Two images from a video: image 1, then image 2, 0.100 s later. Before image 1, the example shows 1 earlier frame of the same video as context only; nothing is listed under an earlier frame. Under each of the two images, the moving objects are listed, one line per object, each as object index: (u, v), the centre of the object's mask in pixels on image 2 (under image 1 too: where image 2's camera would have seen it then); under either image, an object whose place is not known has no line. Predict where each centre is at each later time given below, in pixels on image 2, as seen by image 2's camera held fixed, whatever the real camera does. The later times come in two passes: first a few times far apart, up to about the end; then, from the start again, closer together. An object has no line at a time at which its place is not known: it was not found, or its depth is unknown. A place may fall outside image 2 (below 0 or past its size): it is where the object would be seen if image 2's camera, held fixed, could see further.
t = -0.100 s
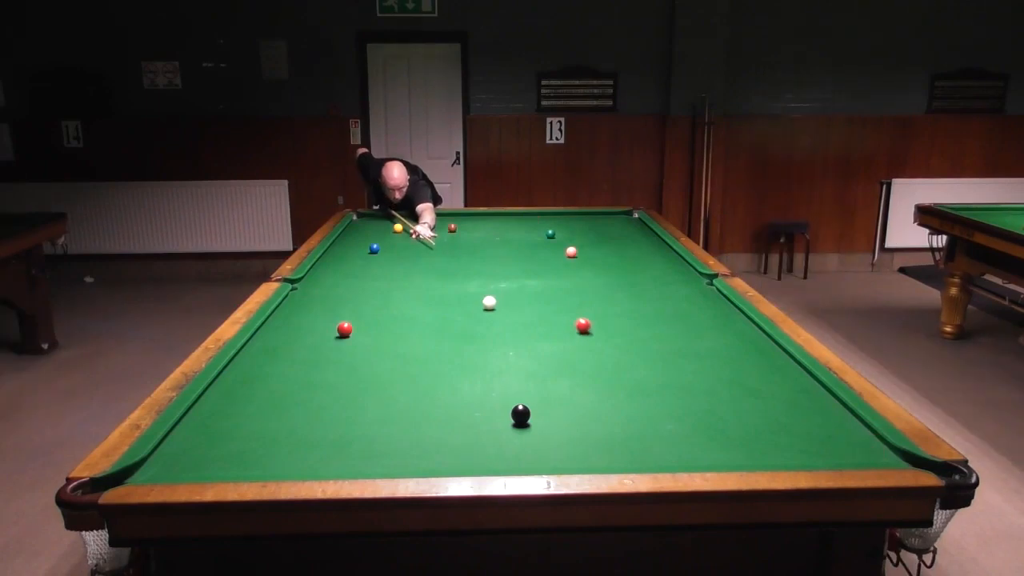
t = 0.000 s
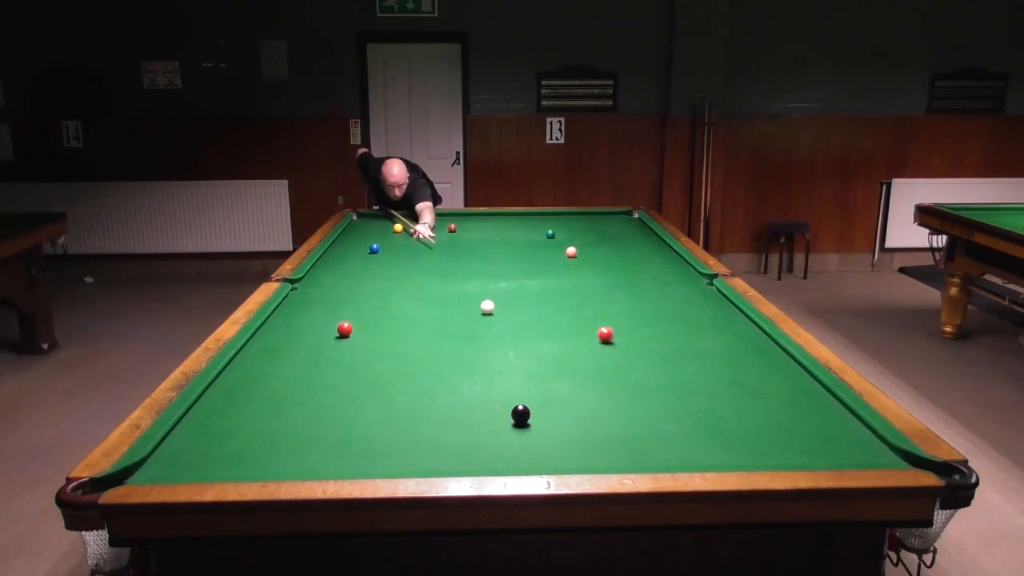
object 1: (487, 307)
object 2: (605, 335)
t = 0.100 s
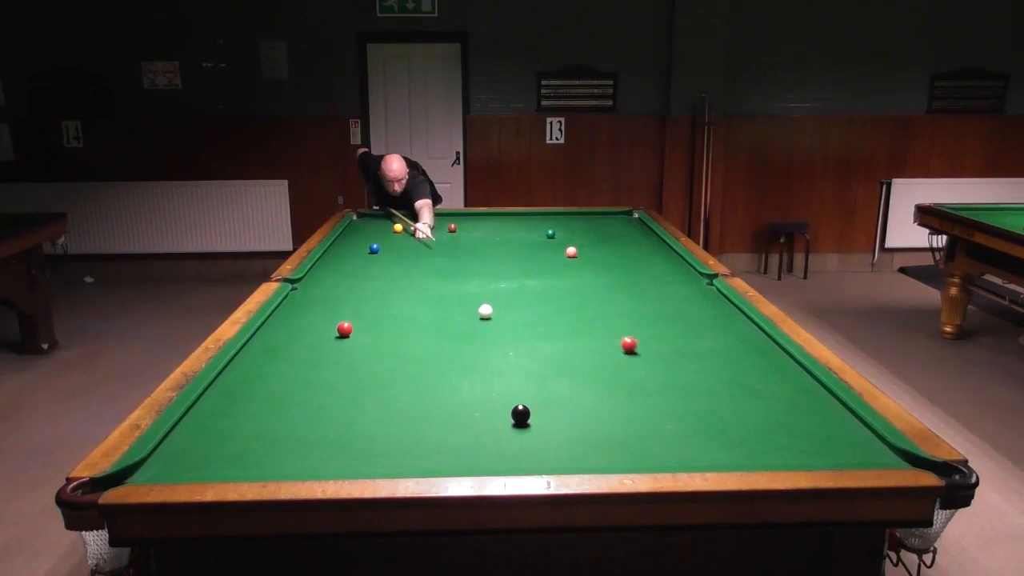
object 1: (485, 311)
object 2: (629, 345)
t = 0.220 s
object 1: (483, 316)
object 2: (659, 358)
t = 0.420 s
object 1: (479, 326)
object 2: (716, 382)
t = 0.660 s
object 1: (473, 338)
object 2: (797, 417)
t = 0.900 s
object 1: (468, 350)
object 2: (896, 455)
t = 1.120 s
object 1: (462, 362)
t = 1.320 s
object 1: (457, 374)
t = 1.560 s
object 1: (451, 388)
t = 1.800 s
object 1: (445, 402)
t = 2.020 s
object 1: (438, 416)
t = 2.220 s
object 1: (433, 429)
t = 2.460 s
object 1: (425, 446)
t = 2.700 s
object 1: (417, 460)
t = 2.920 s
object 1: (414, 459)
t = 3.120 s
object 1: (413, 452)
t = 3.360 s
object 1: (412, 442)
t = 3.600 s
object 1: (411, 433)
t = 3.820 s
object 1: (411, 427)
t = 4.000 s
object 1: (410, 422)
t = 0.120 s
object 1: (485, 312)
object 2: (634, 347)
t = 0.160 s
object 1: (484, 314)
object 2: (644, 351)
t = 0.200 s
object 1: (483, 315)
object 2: (654, 356)
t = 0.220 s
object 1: (483, 316)
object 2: (659, 358)
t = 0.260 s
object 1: (482, 318)
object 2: (670, 362)
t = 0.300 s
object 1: (481, 320)
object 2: (681, 367)
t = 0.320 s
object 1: (481, 321)
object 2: (687, 370)
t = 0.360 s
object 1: (480, 323)
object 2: (698, 374)
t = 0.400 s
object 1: (479, 325)
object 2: (710, 379)
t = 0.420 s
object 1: (479, 326)
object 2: (716, 382)
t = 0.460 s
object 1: (478, 328)
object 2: (729, 387)
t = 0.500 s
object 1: (477, 330)
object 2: (742, 393)
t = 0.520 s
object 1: (477, 331)
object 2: (748, 395)
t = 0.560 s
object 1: (476, 333)
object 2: (762, 401)
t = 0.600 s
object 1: (475, 335)
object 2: (776, 407)
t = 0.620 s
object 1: (474, 336)
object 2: (783, 410)
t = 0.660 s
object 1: (473, 338)
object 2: (797, 417)
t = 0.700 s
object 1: (472, 340)
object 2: (812, 422)
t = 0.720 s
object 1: (472, 341)
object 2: (820, 425)
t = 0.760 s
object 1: (471, 343)
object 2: (836, 432)
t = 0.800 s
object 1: (470, 345)
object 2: (852, 439)
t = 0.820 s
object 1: (470, 346)
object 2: (861, 443)
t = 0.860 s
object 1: (469, 348)
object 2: (878, 449)
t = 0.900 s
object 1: (468, 350)
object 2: (896, 455)
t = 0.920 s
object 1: (467, 351)
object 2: (905, 458)
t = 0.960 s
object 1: (466, 354)
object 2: (923, 467)
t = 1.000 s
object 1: (465, 356)
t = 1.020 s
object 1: (465, 357)
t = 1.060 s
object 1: (464, 359)
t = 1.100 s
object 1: (463, 361)
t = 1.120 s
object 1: (462, 362)
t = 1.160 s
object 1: (461, 365)
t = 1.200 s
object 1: (460, 367)
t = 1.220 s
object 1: (460, 368)
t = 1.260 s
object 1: (459, 370)
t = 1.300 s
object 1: (458, 373)
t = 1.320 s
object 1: (457, 374)
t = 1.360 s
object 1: (456, 376)
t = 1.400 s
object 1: (455, 378)
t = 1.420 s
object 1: (455, 379)
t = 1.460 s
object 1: (454, 382)
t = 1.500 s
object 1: (453, 384)
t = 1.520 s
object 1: (452, 385)
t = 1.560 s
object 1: (451, 388)
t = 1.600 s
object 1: (450, 390)
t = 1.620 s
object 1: (450, 391)
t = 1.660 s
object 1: (449, 394)
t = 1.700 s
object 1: (447, 396)
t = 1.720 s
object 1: (447, 397)
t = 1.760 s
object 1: (446, 400)
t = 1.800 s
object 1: (445, 402)
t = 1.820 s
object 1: (444, 404)
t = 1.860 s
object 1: (443, 406)
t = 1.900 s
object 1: (442, 408)
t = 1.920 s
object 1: (441, 410)
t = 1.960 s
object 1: (440, 412)
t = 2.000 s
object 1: (439, 415)
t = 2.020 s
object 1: (438, 416)
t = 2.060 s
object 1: (437, 419)
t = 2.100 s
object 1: (436, 421)
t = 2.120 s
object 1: (436, 422)
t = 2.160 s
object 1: (435, 425)
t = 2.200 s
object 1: (433, 428)
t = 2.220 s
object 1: (433, 429)
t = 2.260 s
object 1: (432, 432)
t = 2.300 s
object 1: (430, 435)
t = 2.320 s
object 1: (430, 436)
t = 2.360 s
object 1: (428, 439)
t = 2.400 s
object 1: (427, 442)
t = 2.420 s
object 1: (427, 443)
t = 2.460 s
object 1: (425, 446)
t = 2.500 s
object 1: (424, 448)
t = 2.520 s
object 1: (423, 450)
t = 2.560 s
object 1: (422, 453)
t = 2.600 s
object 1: (421, 455)
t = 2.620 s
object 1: (420, 456)
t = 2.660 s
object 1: (419, 458)
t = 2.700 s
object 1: (417, 460)
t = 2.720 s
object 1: (417, 460)
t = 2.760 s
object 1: (416, 462)
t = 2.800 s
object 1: (415, 462)
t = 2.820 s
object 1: (415, 462)
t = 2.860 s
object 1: (414, 461)
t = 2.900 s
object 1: (414, 460)
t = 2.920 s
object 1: (414, 459)
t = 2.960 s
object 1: (414, 458)
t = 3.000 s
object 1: (414, 457)
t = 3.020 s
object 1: (413, 456)
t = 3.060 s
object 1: (413, 454)
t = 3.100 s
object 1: (413, 452)
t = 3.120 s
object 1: (413, 452)
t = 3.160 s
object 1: (413, 450)
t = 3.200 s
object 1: (413, 448)
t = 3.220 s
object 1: (412, 447)
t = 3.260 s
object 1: (412, 446)
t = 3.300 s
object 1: (412, 444)
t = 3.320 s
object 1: (412, 443)
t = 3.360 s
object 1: (412, 442)
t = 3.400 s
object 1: (412, 440)
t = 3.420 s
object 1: (412, 440)
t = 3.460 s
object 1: (412, 438)
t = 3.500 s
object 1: (411, 437)
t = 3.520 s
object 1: (412, 436)
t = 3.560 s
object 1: (411, 435)
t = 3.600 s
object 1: (411, 433)
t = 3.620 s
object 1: (411, 433)
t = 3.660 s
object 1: (411, 431)
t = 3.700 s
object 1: (411, 430)
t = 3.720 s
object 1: (411, 430)
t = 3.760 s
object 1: (411, 429)
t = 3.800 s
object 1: (411, 427)
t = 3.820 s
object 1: (411, 427)
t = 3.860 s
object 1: (410, 426)
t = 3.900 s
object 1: (410, 425)
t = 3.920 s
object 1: (410, 424)
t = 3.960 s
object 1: (410, 423)
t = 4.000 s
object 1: (410, 422)
